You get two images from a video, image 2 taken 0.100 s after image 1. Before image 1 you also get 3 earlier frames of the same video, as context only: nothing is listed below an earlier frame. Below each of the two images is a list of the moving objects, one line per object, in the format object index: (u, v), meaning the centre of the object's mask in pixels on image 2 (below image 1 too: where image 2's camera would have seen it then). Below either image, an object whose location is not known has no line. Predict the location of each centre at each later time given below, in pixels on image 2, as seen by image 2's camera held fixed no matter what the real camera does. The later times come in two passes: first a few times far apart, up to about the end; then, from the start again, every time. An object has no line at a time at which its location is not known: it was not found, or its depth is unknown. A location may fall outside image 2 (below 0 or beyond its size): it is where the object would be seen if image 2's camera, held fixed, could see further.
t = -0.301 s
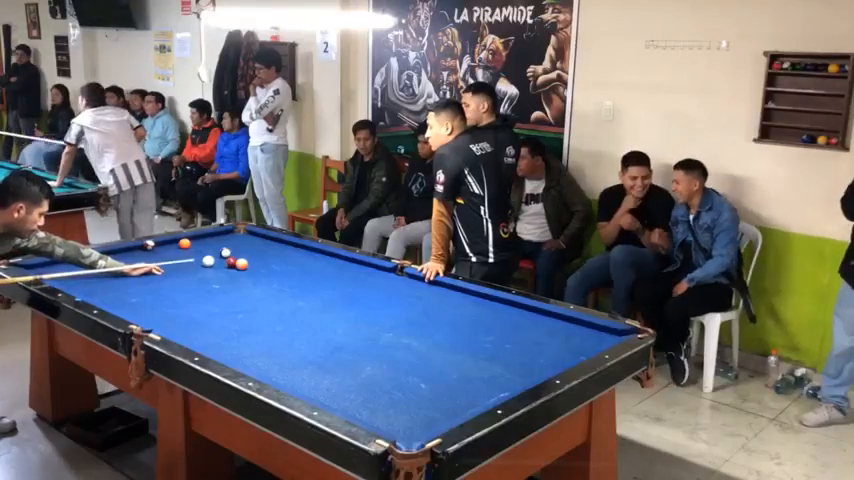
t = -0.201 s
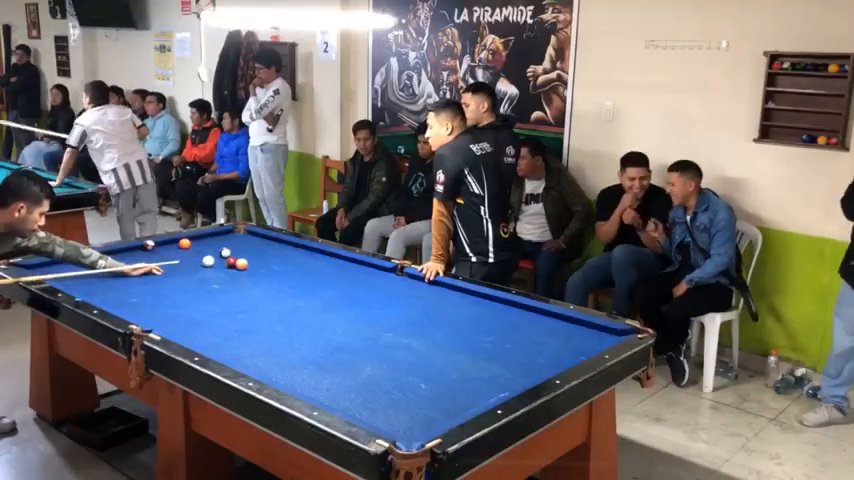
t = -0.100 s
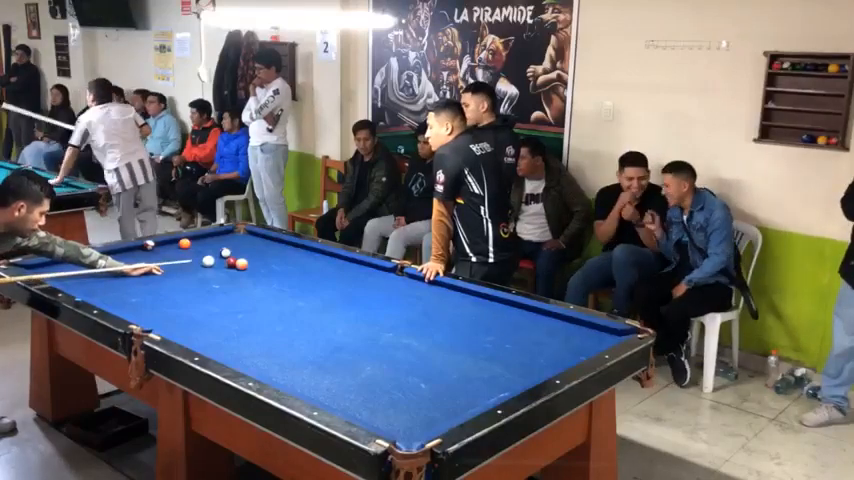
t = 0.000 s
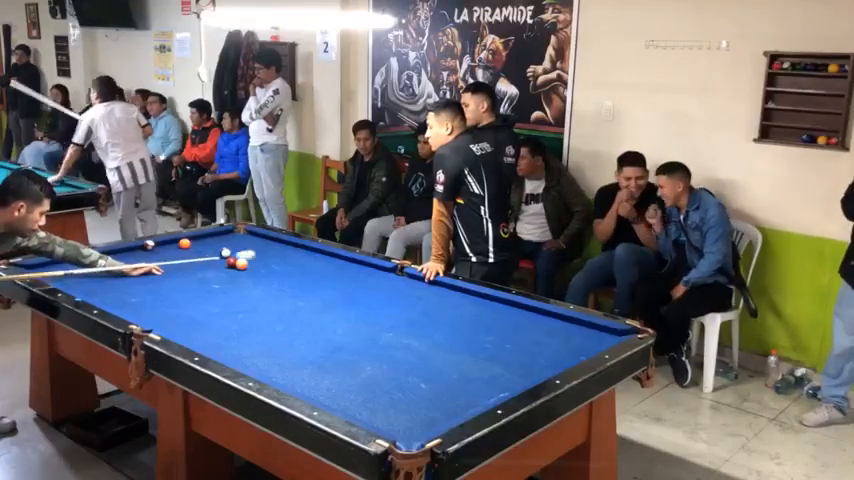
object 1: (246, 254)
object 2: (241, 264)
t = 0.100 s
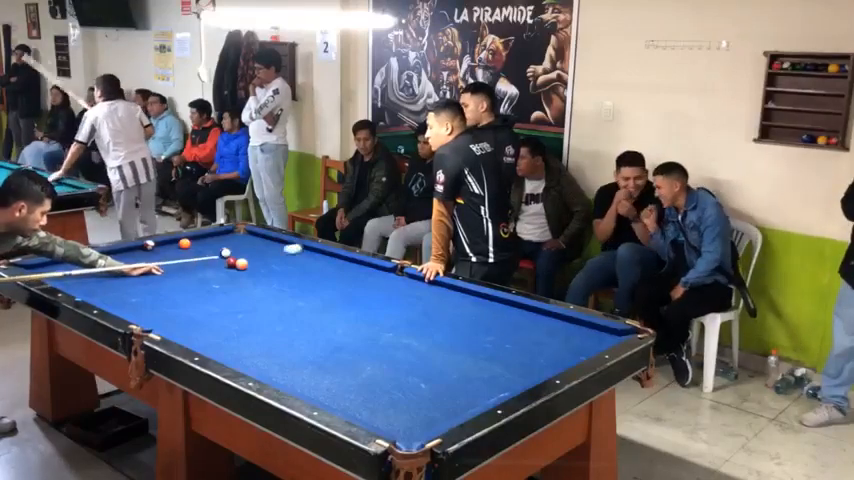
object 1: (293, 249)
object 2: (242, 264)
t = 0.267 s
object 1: (274, 256)
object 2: (241, 263)
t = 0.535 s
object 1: (251, 272)
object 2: (230, 267)
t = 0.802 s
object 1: (242, 287)
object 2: (214, 272)
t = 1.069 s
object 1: (232, 305)
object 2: (199, 278)
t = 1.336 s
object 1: (220, 325)
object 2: (184, 283)
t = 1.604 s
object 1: (208, 345)
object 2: (170, 287)
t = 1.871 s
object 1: (239, 349)
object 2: (155, 292)
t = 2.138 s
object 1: (271, 351)
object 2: (141, 297)
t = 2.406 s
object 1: (302, 352)
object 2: (128, 301)
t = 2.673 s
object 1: (331, 353)
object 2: (116, 305)
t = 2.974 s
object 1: (362, 354)
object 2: (124, 305)
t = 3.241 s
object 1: (387, 354)
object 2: (131, 304)
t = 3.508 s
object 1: (411, 355)
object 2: (137, 303)
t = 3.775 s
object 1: (433, 356)
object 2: (141, 303)
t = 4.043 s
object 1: (453, 357)
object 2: (144, 302)
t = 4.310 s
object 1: (473, 357)
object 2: (145, 303)
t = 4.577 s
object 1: (490, 358)
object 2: (145, 302)
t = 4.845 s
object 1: (505, 359)
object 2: (145, 302)
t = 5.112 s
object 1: (518, 360)
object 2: (145, 302)
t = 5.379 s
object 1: (530, 360)
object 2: (145, 302)
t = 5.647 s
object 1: (539, 361)
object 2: (145, 302)
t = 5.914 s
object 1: (547, 361)
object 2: (146, 302)
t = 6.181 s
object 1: (553, 361)
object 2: (146, 302)
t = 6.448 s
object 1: (558, 361)
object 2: (146, 302)
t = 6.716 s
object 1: (560, 360)
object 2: (145, 302)
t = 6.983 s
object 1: (561, 360)
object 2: (146, 302)
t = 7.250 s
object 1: (560, 360)
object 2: (146, 302)
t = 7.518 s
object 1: (560, 360)
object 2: (145, 302)
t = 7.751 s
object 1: (560, 360)
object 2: (146, 302)
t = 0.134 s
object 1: (304, 247)
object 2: (241, 263)
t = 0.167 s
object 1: (297, 249)
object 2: (241, 263)
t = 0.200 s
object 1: (289, 252)
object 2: (241, 263)
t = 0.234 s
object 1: (282, 254)
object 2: (241, 263)
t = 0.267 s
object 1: (274, 256)
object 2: (241, 263)
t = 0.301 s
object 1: (267, 259)
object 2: (241, 263)
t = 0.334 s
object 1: (261, 260)
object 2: (241, 263)
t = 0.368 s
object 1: (254, 263)
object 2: (241, 263)
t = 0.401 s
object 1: (253, 265)
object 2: (238, 264)
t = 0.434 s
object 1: (254, 266)
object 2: (236, 265)
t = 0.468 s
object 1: (253, 268)
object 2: (234, 265)
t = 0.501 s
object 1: (252, 270)
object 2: (232, 266)
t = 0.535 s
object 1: (251, 272)
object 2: (230, 267)
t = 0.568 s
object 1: (250, 274)
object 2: (228, 268)
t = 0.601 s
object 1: (249, 276)
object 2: (226, 268)
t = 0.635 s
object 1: (248, 277)
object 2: (224, 269)
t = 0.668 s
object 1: (247, 279)
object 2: (222, 270)
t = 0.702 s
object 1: (245, 281)
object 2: (220, 270)
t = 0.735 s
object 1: (244, 283)
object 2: (218, 271)
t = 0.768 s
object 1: (243, 285)
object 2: (216, 271)
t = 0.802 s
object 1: (242, 287)
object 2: (214, 272)
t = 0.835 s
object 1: (241, 290)
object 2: (212, 273)
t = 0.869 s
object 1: (239, 291)
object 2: (210, 273)
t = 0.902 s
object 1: (238, 294)
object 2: (208, 274)
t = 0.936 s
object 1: (237, 296)
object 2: (207, 275)
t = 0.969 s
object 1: (235, 298)
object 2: (205, 275)
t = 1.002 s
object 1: (234, 300)
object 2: (203, 276)
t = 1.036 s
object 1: (233, 303)
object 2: (201, 277)
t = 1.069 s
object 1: (232, 305)
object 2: (199, 278)
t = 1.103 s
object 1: (230, 307)
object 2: (197, 278)
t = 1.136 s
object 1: (229, 310)
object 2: (195, 279)
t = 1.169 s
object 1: (227, 312)
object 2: (193, 279)
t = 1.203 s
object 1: (226, 315)
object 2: (191, 280)
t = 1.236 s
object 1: (224, 317)
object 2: (189, 281)
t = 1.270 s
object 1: (223, 320)
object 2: (188, 281)
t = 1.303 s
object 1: (221, 322)
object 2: (186, 282)
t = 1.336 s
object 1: (220, 325)
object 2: (184, 283)
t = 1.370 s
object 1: (218, 328)
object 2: (182, 283)
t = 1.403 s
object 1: (217, 330)
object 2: (180, 284)
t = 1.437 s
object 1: (215, 333)
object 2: (179, 284)
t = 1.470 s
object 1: (213, 336)
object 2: (177, 285)
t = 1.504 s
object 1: (212, 339)
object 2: (175, 286)
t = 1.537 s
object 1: (211, 341)
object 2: (173, 286)
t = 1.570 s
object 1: (209, 343)
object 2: (171, 287)
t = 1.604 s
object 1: (208, 345)
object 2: (170, 287)
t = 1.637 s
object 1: (209, 346)
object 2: (168, 288)
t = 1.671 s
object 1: (214, 346)
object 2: (166, 288)
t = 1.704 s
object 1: (218, 347)
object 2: (164, 289)
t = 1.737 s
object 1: (223, 348)
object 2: (162, 290)
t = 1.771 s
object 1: (227, 349)
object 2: (161, 290)
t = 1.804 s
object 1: (231, 349)
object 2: (159, 291)
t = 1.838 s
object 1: (235, 349)
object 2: (157, 292)
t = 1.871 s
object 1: (239, 349)
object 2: (155, 292)
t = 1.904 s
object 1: (243, 350)
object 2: (153, 293)
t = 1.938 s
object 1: (247, 350)
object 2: (152, 294)
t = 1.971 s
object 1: (251, 350)
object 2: (150, 294)
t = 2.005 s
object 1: (255, 350)
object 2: (148, 295)
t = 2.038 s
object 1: (259, 350)
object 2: (146, 295)
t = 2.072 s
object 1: (263, 351)
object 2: (144, 296)
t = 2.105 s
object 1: (267, 351)
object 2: (143, 297)
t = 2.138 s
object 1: (271, 351)
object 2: (141, 297)
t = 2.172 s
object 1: (275, 351)
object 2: (139, 298)
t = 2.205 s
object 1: (279, 351)
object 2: (138, 298)
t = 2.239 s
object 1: (283, 351)
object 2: (136, 299)
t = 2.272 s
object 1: (287, 352)
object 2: (135, 299)
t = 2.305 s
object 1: (291, 352)
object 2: (133, 300)
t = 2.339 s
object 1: (295, 352)
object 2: (131, 300)
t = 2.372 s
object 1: (298, 352)
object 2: (129, 301)
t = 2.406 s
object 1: (302, 352)
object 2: (128, 301)
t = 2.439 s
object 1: (306, 352)
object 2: (126, 302)
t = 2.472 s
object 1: (309, 353)
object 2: (125, 303)
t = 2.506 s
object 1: (314, 353)
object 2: (123, 303)
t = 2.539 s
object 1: (317, 353)
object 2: (122, 303)
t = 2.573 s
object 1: (321, 353)
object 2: (120, 303)
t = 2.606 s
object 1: (324, 353)
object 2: (119, 304)
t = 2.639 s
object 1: (328, 353)
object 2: (118, 304)
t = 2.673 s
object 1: (331, 353)
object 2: (116, 305)
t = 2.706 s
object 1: (335, 353)
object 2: (115, 305)
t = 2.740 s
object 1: (339, 353)
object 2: (116, 305)
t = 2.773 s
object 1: (342, 354)
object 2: (117, 305)
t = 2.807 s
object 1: (345, 354)
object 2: (118, 305)
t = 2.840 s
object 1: (349, 353)
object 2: (120, 305)
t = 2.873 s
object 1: (352, 354)
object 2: (120, 305)
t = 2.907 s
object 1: (355, 354)
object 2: (122, 305)
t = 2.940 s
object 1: (359, 354)
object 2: (123, 305)
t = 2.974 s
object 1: (362, 354)
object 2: (124, 305)
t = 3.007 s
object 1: (365, 354)
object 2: (125, 305)
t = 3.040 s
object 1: (369, 354)
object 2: (126, 305)
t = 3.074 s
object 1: (372, 354)
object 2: (127, 305)
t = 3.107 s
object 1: (375, 354)
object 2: (128, 305)
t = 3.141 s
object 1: (378, 354)
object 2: (128, 304)
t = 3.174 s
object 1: (381, 354)
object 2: (129, 305)
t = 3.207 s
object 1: (384, 354)
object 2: (130, 305)
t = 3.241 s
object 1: (387, 354)
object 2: (131, 304)
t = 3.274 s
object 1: (390, 354)
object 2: (132, 304)
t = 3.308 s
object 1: (393, 355)
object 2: (132, 304)
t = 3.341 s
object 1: (396, 355)
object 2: (134, 304)
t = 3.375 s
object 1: (399, 355)
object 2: (134, 304)
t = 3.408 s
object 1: (402, 355)
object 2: (135, 304)
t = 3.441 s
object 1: (405, 355)
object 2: (135, 304)
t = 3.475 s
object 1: (408, 355)
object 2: (136, 303)
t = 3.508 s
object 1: (411, 355)
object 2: (137, 303)
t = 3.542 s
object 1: (414, 355)
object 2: (137, 303)
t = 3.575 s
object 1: (417, 355)
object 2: (138, 303)
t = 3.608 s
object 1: (419, 356)
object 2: (138, 303)
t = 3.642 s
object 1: (422, 356)
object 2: (139, 303)
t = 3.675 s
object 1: (425, 356)
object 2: (140, 303)
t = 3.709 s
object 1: (428, 356)
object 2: (140, 303)
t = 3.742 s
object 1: (430, 356)
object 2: (141, 303)
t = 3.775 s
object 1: (433, 356)
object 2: (141, 303)
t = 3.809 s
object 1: (436, 356)
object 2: (142, 303)
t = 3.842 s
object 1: (439, 356)
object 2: (142, 302)
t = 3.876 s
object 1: (441, 357)
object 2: (143, 303)
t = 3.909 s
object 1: (444, 356)
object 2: (143, 303)
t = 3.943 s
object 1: (446, 357)
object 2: (143, 303)
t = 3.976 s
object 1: (449, 357)
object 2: (144, 303)
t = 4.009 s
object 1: (451, 357)
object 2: (144, 303)
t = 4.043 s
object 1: (453, 357)
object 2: (144, 302)
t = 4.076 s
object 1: (456, 357)
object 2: (144, 302)
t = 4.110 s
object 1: (459, 357)
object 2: (144, 302)
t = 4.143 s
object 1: (461, 357)
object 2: (145, 303)
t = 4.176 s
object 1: (464, 357)
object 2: (145, 303)
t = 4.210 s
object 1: (466, 357)
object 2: (145, 303)
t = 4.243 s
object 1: (468, 357)
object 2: (145, 302)
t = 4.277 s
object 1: (470, 357)
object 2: (145, 302)
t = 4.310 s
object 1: (473, 357)
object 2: (145, 303)
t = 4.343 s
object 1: (475, 358)
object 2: (145, 302)
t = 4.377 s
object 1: (477, 358)
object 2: (145, 302)
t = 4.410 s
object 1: (479, 358)
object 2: (145, 302)
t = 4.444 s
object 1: (481, 358)
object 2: (145, 302)
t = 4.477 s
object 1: (483, 358)
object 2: (145, 302)
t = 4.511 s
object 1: (486, 358)
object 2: (145, 302)
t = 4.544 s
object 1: (488, 358)
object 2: (145, 302)
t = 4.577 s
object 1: (490, 358)
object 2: (145, 302)
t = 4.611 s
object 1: (492, 358)
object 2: (145, 302)
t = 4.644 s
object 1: (494, 359)
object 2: (145, 302)
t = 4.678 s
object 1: (496, 359)
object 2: (145, 302)
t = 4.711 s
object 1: (498, 359)
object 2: (145, 302)
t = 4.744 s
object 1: (500, 359)
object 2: (145, 302)
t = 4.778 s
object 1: (501, 359)
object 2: (145, 302)
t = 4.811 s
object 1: (503, 359)
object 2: (145, 302)
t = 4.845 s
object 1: (505, 359)
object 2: (145, 302)
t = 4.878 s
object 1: (506, 359)
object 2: (145, 302)
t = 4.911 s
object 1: (508, 359)
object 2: (145, 302)
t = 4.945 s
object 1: (510, 359)
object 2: (145, 302)
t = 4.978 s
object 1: (512, 359)
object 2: (145, 302)
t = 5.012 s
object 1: (513, 359)
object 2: (145, 302)
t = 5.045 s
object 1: (515, 360)
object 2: (145, 302)
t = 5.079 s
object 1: (517, 360)
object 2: (145, 302)
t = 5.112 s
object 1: (518, 360)
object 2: (145, 302)
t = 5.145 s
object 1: (520, 360)
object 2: (145, 302)
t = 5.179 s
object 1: (521, 360)
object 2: (145, 302)
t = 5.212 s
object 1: (523, 360)
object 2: (145, 302)
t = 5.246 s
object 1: (524, 360)
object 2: (145, 302)
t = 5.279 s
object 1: (526, 360)
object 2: (145, 302)
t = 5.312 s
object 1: (527, 360)
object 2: (145, 302)
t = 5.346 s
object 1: (528, 360)
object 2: (145, 302)
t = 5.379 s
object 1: (530, 360)
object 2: (145, 302)
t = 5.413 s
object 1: (531, 360)
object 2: (145, 302)
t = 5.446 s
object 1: (532, 360)
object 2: (145, 302)
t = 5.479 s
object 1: (533, 360)
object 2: (145, 302)
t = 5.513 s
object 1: (535, 360)
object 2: (145, 302)
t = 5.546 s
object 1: (536, 360)
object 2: (145, 302)
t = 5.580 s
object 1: (537, 360)
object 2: (145, 302)
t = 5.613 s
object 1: (538, 360)
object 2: (145, 302)
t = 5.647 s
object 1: (539, 361)
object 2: (145, 302)
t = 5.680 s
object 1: (541, 361)
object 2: (145, 302)
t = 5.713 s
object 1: (541, 361)
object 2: (145, 302)
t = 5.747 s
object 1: (543, 361)
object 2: (145, 302)
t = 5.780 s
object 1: (544, 361)
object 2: (145, 302)
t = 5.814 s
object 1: (545, 361)
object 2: (146, 302)
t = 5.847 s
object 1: (546, 361)
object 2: (146, 302)
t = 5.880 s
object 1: (547, 361)
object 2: (146, 302)
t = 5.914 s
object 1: (547, 361)
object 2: (146, 302)
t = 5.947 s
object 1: (548, 361)
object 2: (146, 302)
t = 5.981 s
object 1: (549, 361)
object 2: (146, 302)
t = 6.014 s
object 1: (550, 361)
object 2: (146, 302)
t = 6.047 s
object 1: (551, 361)
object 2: (146, 302)
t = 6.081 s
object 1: (552, 361)
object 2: (146, 302)
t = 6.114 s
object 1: (552, 361)
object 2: (146, 302)
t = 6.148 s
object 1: (553, 361)
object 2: (146, 302)
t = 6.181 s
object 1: (553, 361)
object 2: (146, 302)
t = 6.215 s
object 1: (554, 361)
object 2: (146, 302)
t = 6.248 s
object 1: (555, 360)
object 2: (146, 302)
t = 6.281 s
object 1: (555, 361)
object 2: (146, 302)
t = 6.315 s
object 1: (556, 361)
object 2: (146, 302)
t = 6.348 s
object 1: (556, 361)
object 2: (146, 302)
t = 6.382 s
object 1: (557, 361)
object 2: (146, 302)
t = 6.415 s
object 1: (557, 361)
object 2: (146, 302)
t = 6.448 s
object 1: (558, 361)
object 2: (146, 302)
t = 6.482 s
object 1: (558, 361)
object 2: (146, 302)
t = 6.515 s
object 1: (558, 361)
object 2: (146, 302)
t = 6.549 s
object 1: (558, 361)
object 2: (146, 302)
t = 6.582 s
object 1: (559, 360)
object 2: (146, 302)
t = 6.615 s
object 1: (559, 360)
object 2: (146, 302)
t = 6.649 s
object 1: (559, 360)
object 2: (145, 302)
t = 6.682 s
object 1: (559, 360)
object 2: (146, 302)
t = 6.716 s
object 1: (560, 360)
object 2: (145, 302)
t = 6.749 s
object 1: (560, 360)
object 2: (146, 302)
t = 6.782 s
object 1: (560, 360)
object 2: (146, 302)
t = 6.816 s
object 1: (561, 360)
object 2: (146, 302)
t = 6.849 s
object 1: (561, 360)
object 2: (146, 302)
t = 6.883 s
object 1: (561, 360)
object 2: (146, 302)
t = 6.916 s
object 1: (561, 360)
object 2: (146, 302)
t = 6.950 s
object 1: (561, 360)
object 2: (146, 302)
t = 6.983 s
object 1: (561, 360)
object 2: (146, 302)
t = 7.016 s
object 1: (561, 360)
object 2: (146, 302)
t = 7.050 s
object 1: (561, 360)
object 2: (146, 302)
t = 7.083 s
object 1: (561, 360)
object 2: (146, 302)
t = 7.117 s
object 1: (561, 360)
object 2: (146, 302)
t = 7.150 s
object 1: (561, 360)
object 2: (146, 302)
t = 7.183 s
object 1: (561, 360)
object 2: (146, 302)
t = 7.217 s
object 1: (561, 360)
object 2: (146, 302)
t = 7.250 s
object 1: (560, 360)
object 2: (146, 302)
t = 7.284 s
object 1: (560, 360)
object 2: (146, 302)
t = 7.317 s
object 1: (560, 360)
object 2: (146, 302)
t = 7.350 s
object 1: (560, 360)
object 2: (146, 302)
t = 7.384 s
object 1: (560, 360)
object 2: (146, 302)
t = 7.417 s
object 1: (560, 360)
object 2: (145, 302)
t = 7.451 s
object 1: (560, 360)
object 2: (145, 302)
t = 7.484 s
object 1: (560, 360)
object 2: (145, 302)
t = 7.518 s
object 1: (560, 360)
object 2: (145, 302)
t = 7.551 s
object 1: (560, 360)
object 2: (145, 302)
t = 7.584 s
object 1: (560, 360)
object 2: (145, 302)
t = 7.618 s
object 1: (560, 360)
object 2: (145, 302)
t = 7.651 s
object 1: (560, 360)
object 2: (146, 302)
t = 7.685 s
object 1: (560, 360)
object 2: (145, 302)
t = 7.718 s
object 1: (560, 360)
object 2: (146, 302)
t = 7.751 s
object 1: (560, 360)
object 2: (146, 302)
